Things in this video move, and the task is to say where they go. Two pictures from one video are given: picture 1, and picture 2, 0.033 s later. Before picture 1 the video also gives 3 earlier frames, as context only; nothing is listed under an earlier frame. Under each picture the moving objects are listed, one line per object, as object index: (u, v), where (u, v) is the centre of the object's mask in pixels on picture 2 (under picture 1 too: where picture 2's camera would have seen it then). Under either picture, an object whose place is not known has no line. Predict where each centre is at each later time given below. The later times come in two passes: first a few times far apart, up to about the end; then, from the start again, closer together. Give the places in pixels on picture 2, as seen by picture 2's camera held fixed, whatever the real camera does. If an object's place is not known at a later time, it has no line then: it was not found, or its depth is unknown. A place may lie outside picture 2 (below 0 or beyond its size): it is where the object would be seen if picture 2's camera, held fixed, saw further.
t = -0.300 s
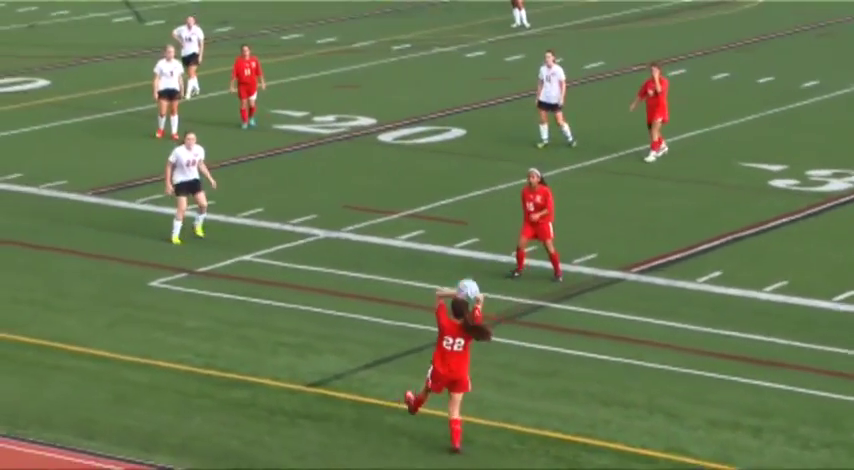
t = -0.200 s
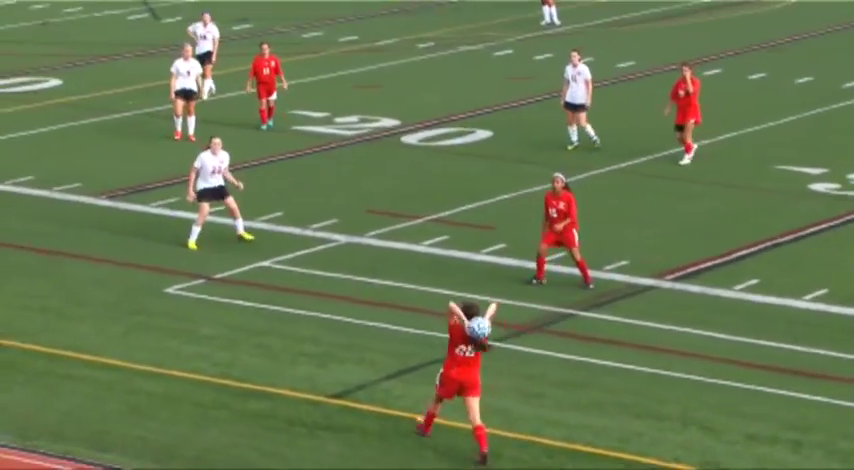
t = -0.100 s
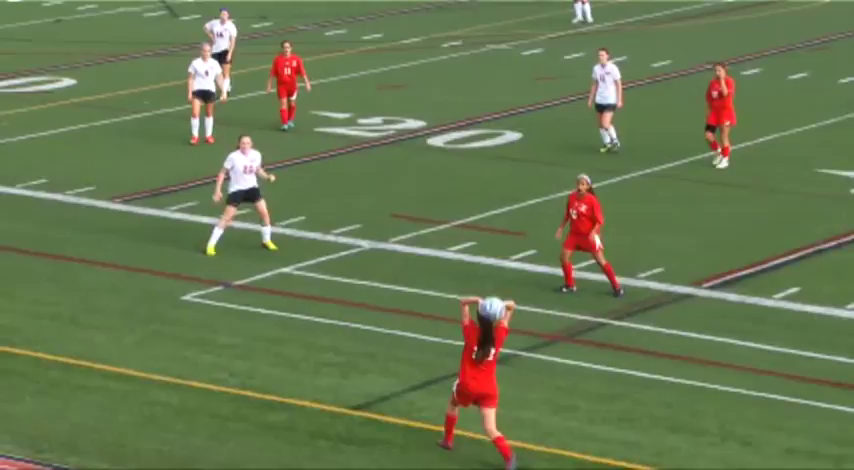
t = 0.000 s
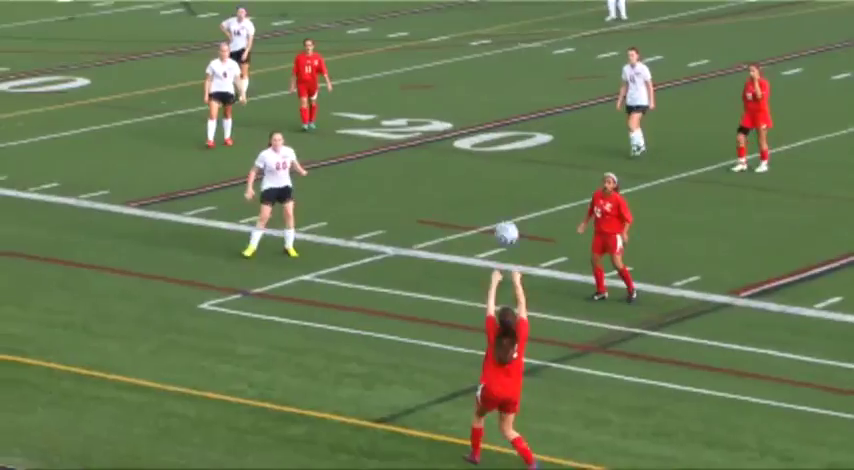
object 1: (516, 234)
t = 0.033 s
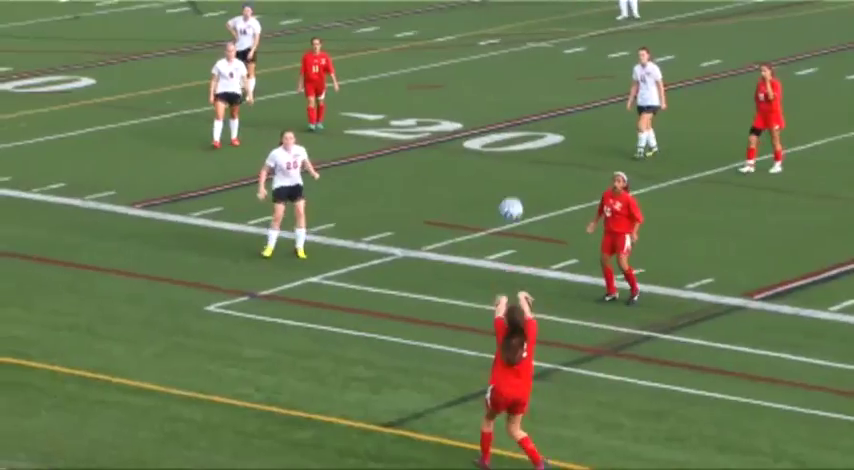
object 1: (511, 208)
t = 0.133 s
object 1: (496, 144)
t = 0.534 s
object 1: (447, 13)
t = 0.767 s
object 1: (417, 14)
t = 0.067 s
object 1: (506, 185)
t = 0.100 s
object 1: (501, 163)
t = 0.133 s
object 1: (496, 144)
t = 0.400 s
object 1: (461, 36)
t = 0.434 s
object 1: (457, 29)
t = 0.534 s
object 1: (447, 13)
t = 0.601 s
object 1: (427, 9)
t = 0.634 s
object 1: (427, 9)
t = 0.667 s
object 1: (427, 8)
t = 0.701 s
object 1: (426, 8)
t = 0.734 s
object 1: (422, 12)
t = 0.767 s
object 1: (417, 14)
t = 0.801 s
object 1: (415, 18)
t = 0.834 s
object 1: (412, 23)
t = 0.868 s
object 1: (410, 29)
